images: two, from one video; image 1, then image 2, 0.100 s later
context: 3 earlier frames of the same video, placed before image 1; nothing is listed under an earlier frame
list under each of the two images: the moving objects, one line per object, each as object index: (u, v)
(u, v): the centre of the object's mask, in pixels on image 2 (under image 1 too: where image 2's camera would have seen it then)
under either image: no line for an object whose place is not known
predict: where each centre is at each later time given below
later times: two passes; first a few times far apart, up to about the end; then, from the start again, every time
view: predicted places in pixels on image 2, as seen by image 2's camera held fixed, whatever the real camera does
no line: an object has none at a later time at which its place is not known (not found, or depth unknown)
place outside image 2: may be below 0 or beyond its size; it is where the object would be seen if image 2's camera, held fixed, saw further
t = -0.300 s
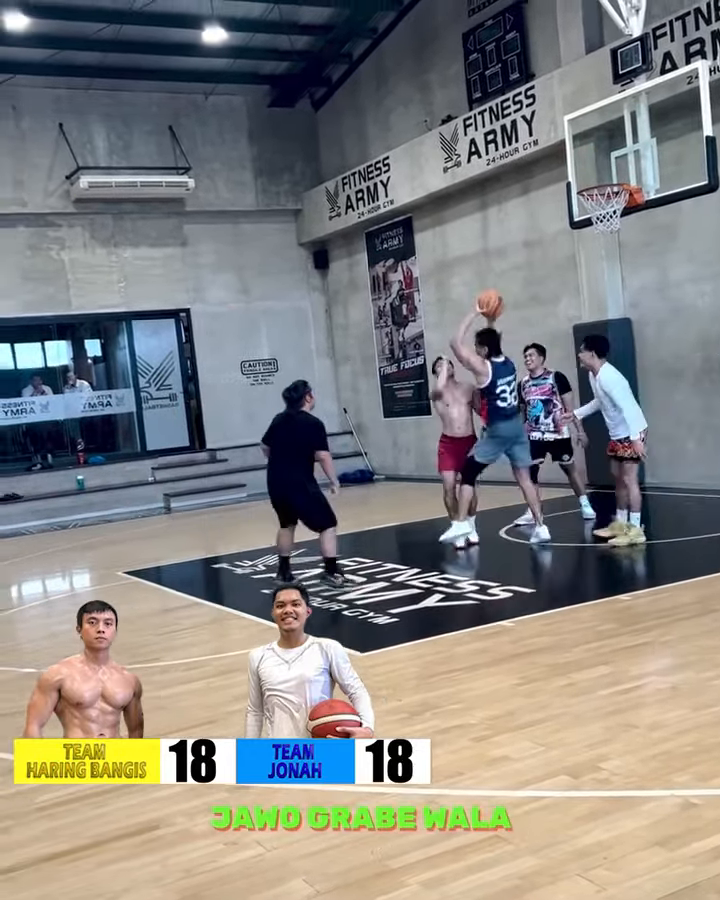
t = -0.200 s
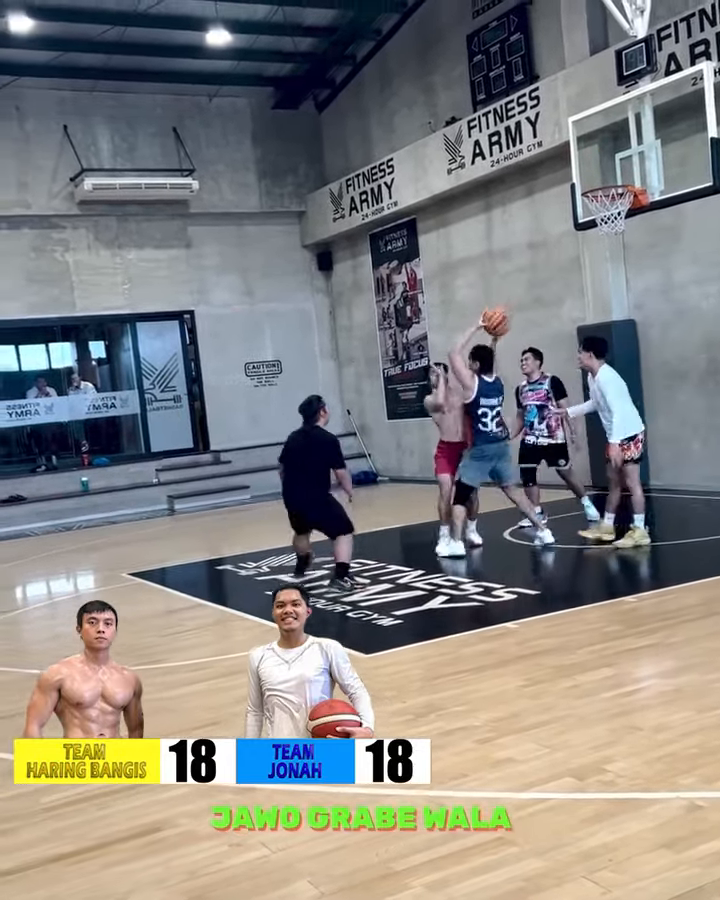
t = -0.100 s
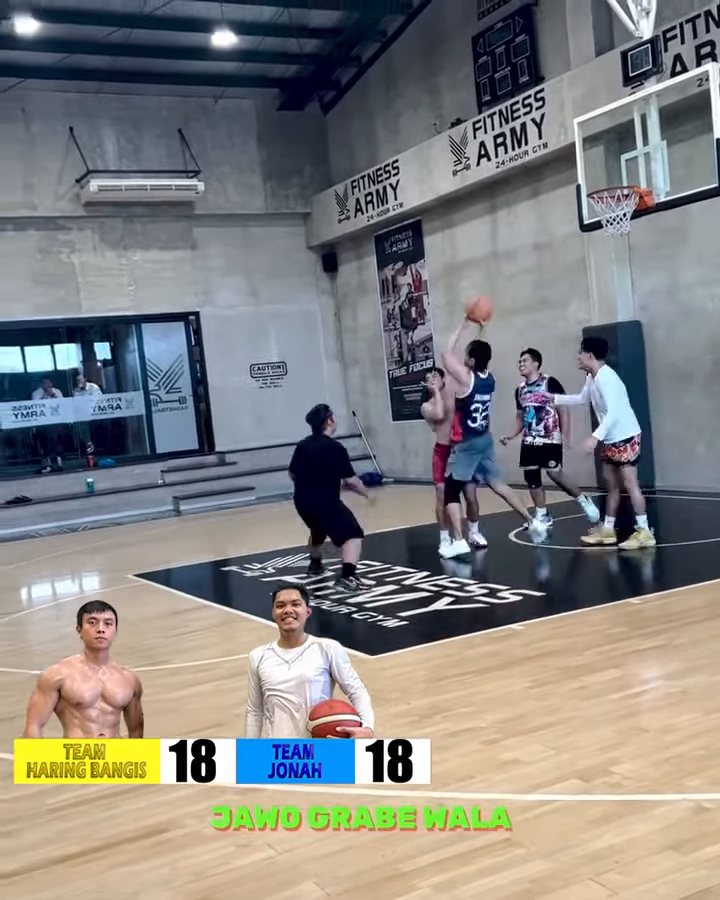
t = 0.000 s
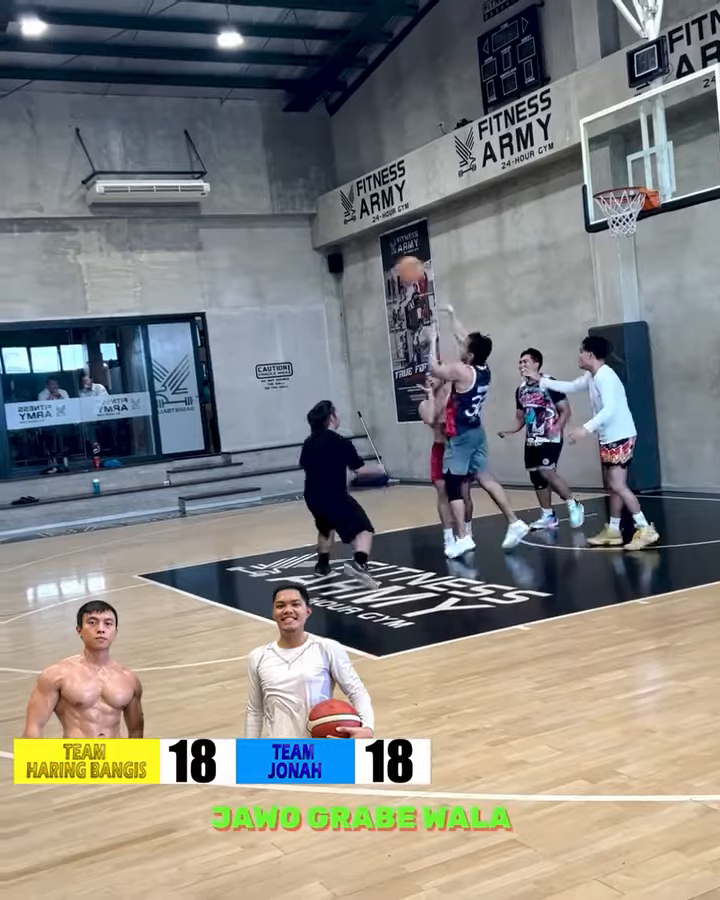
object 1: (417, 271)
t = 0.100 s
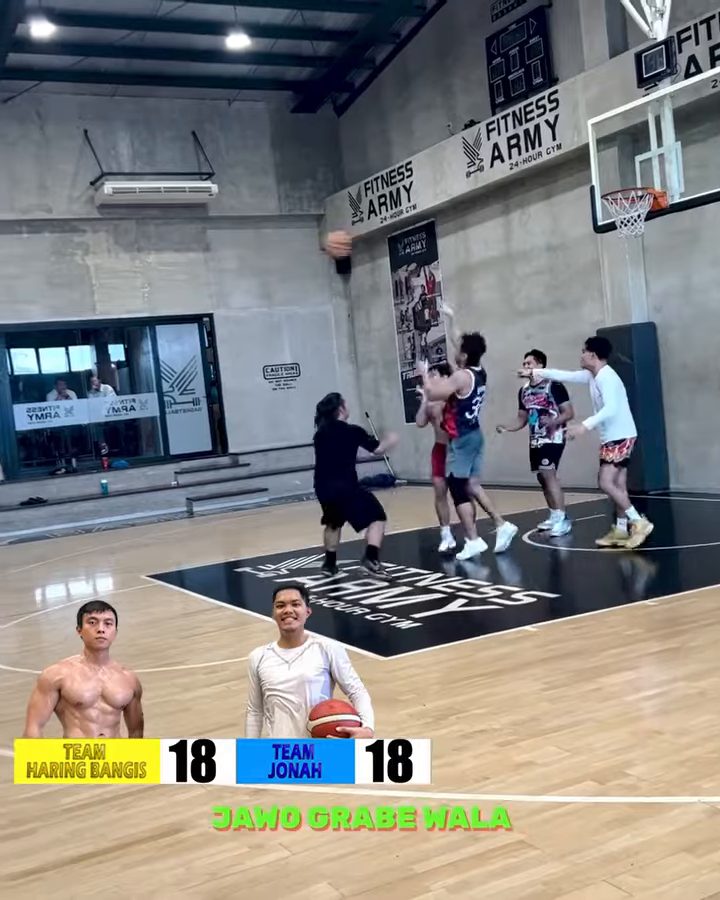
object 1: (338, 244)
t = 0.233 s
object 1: (238, 227)
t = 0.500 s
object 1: (59, 251)
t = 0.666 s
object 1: (-39, 303)
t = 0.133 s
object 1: (311, 238)
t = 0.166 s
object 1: (285, 233)
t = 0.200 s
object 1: (261, 229)
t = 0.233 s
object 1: (238, 227)
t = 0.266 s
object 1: (213, 226)
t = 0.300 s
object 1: (190, 227)
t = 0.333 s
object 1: (167, 228)
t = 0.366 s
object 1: (145, 231)
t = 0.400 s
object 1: (123, 234)
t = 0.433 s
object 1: (101, 237)
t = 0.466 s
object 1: (80, 244)
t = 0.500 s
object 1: (59, 251)
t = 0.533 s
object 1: (39, 260)
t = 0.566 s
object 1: (18, 269)
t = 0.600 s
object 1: (-1, 280)
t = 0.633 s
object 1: (-20, 291)
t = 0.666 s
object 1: (-39, 303)
